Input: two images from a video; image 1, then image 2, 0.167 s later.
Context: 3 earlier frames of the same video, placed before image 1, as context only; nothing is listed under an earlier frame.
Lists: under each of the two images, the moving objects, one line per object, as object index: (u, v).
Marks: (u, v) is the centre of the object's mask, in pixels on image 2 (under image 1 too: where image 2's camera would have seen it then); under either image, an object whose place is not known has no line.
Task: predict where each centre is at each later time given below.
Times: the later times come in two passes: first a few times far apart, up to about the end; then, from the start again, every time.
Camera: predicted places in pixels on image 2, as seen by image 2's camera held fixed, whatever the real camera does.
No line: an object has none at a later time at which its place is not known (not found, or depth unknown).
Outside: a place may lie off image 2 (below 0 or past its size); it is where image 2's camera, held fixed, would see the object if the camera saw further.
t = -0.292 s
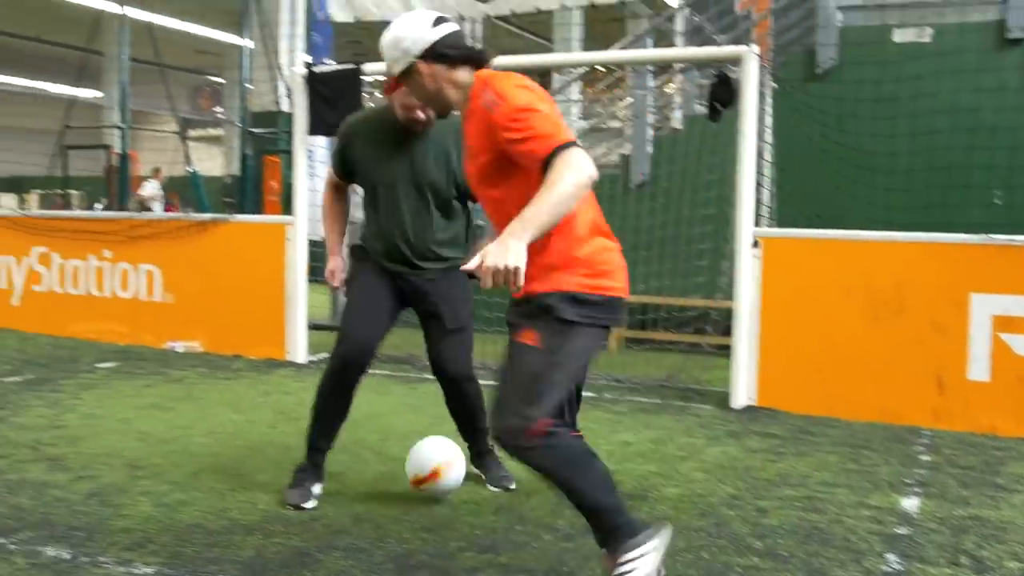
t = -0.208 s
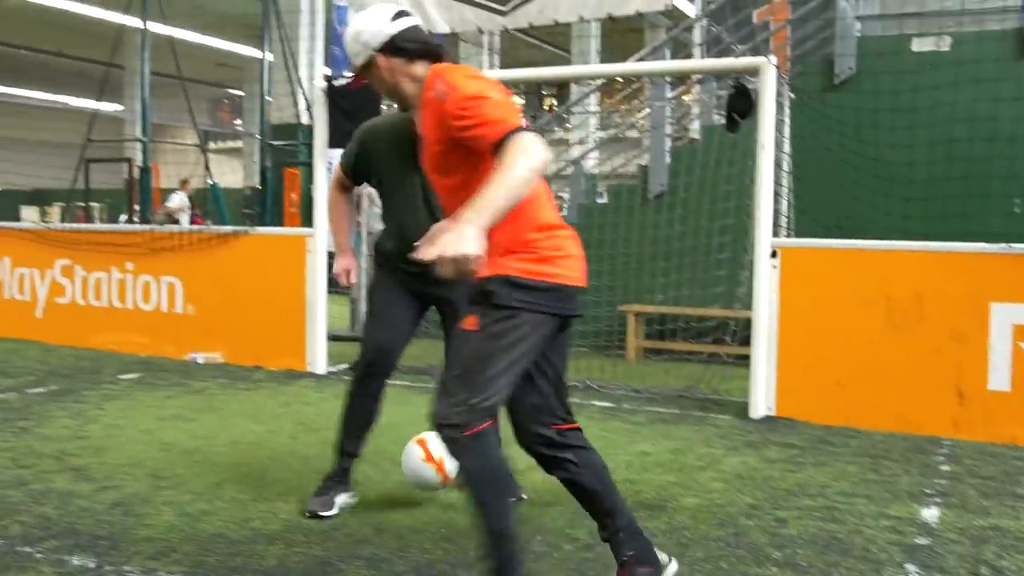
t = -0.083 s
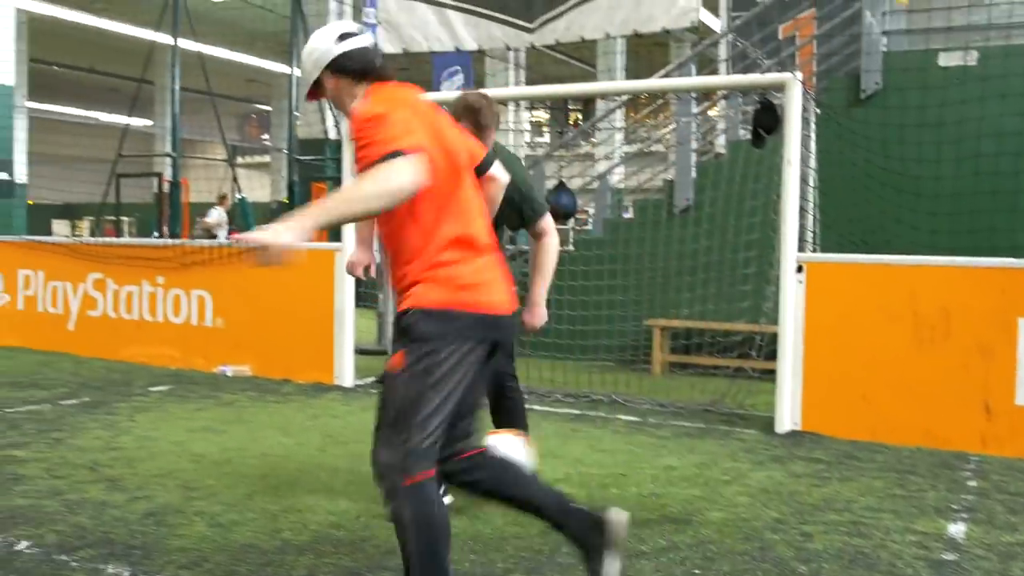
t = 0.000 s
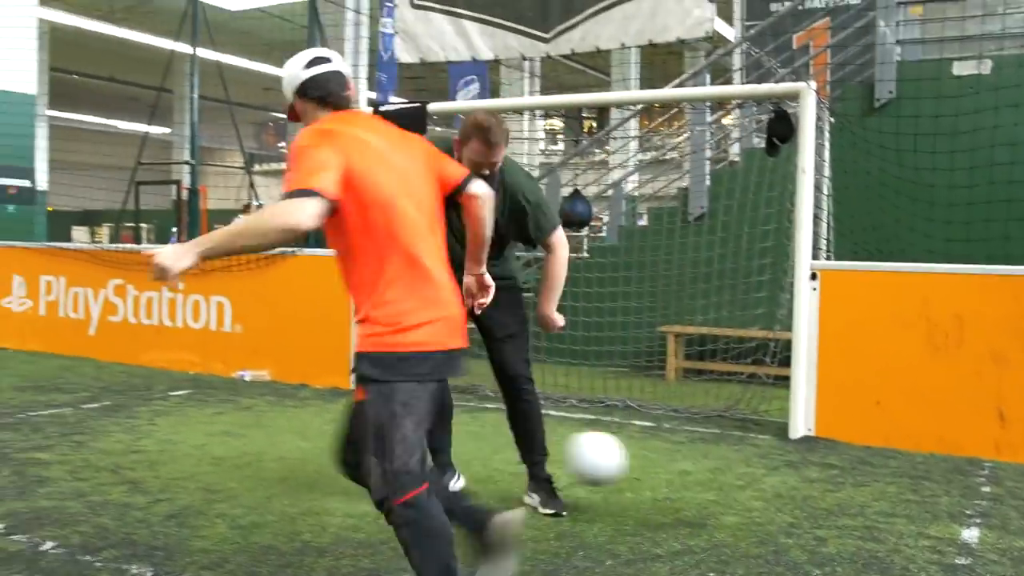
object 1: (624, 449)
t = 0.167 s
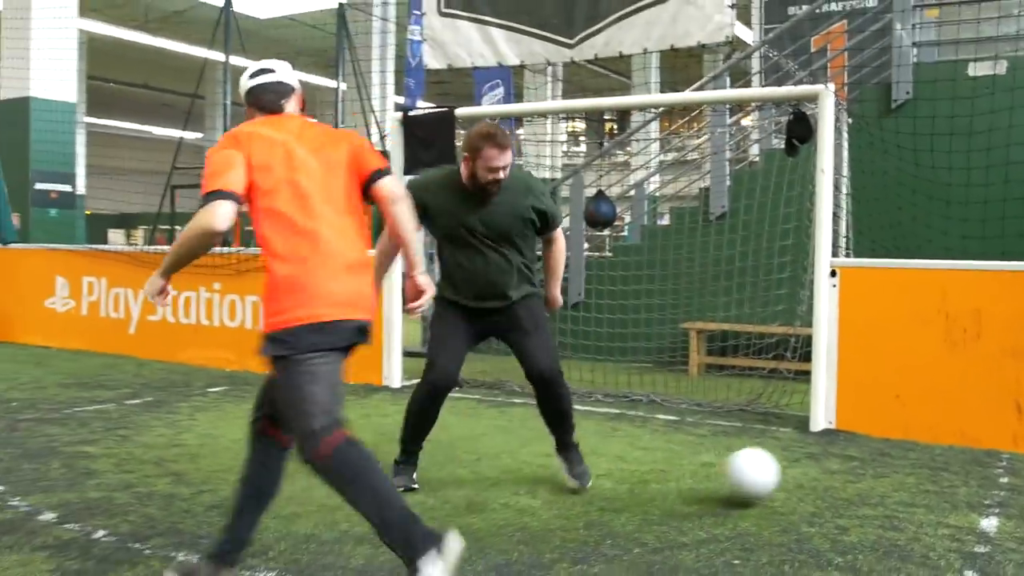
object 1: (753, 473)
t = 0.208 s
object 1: (770, 465)
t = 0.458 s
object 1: (877, 474)
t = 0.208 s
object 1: (770, 465)
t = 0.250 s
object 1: (787, 460)
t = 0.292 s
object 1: (805, 459)
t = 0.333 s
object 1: (821, 463)
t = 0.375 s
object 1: (839, 469)
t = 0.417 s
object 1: (857, 478)
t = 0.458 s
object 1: (877, 474)
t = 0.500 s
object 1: (898, 469)
